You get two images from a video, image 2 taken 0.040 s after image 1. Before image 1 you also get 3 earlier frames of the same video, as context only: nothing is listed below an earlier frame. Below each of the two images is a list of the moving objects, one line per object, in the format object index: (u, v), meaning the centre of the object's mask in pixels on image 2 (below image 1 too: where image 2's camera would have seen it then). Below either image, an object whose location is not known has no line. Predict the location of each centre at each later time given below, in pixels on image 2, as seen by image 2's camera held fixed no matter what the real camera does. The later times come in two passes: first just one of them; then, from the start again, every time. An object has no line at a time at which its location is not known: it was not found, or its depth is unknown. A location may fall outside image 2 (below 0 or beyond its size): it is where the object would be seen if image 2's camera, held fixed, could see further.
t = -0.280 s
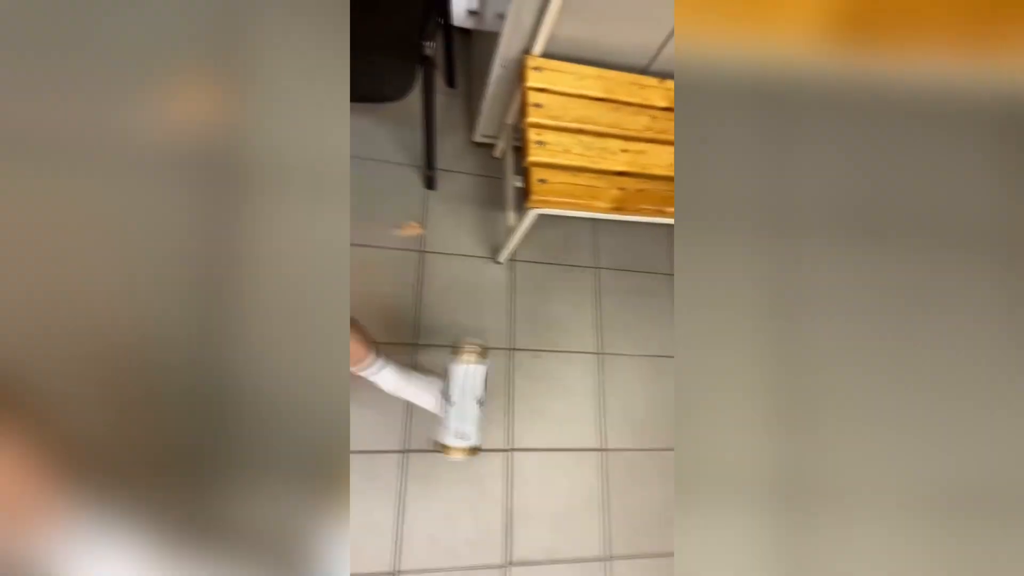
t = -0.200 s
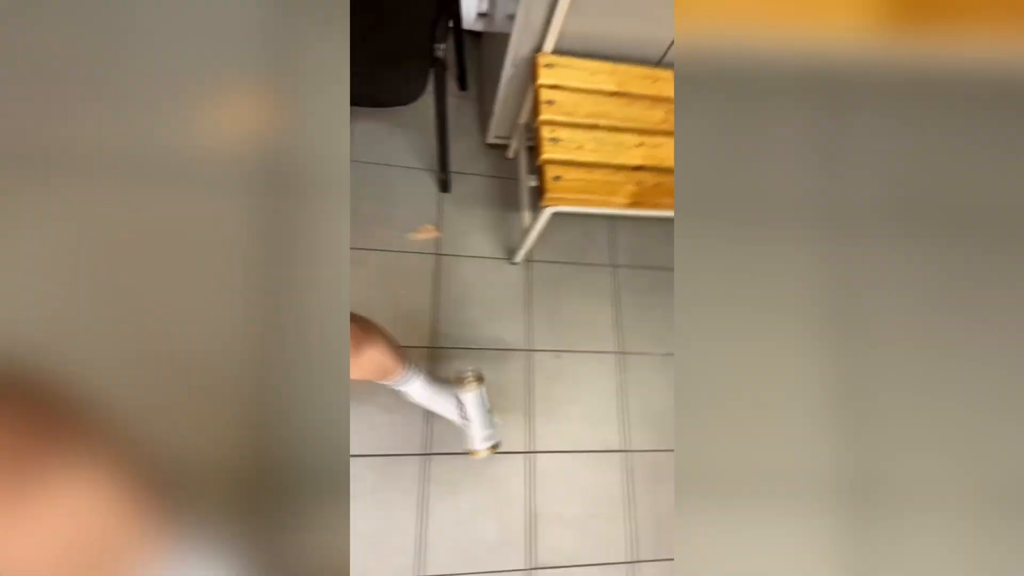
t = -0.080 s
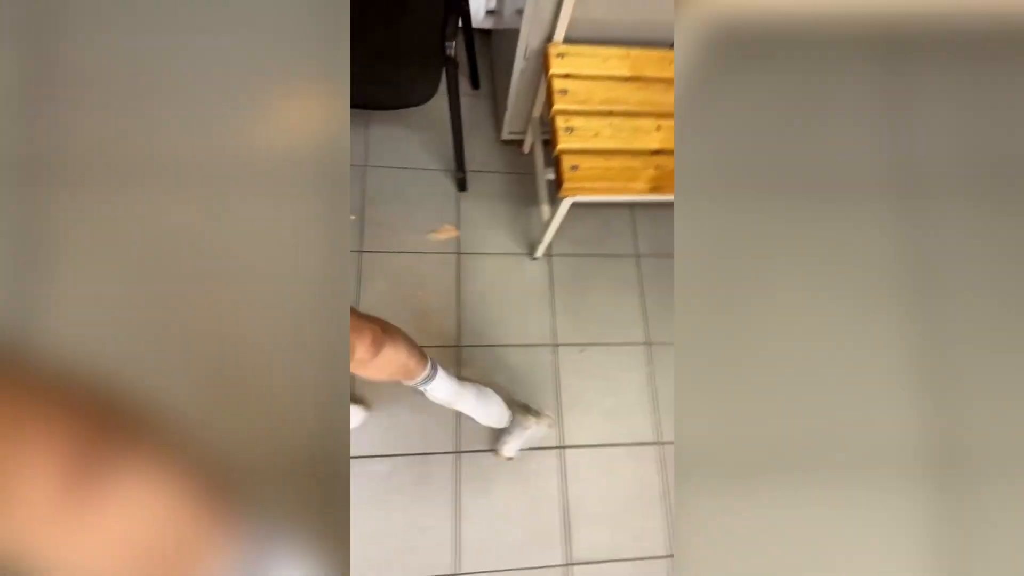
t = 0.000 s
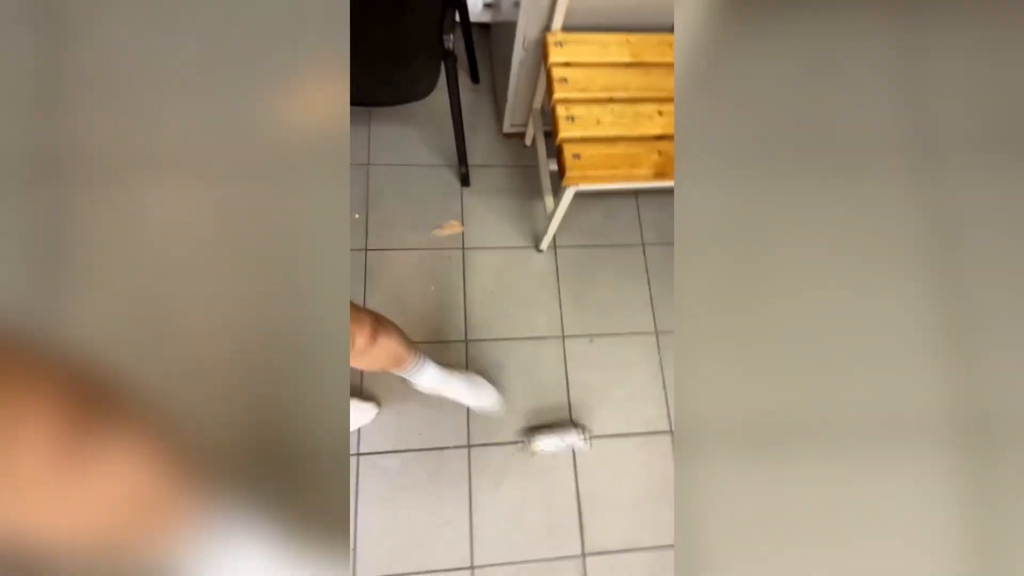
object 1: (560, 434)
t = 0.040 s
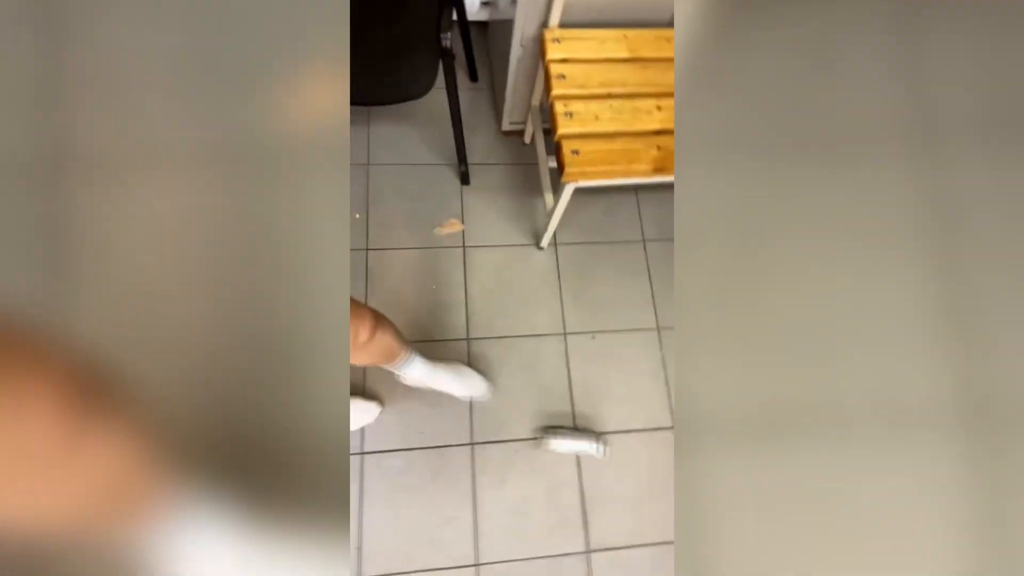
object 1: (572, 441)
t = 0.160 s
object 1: (609, 464)
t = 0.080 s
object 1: (585, 449)
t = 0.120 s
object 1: (598, 457)
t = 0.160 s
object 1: (609, 464)
